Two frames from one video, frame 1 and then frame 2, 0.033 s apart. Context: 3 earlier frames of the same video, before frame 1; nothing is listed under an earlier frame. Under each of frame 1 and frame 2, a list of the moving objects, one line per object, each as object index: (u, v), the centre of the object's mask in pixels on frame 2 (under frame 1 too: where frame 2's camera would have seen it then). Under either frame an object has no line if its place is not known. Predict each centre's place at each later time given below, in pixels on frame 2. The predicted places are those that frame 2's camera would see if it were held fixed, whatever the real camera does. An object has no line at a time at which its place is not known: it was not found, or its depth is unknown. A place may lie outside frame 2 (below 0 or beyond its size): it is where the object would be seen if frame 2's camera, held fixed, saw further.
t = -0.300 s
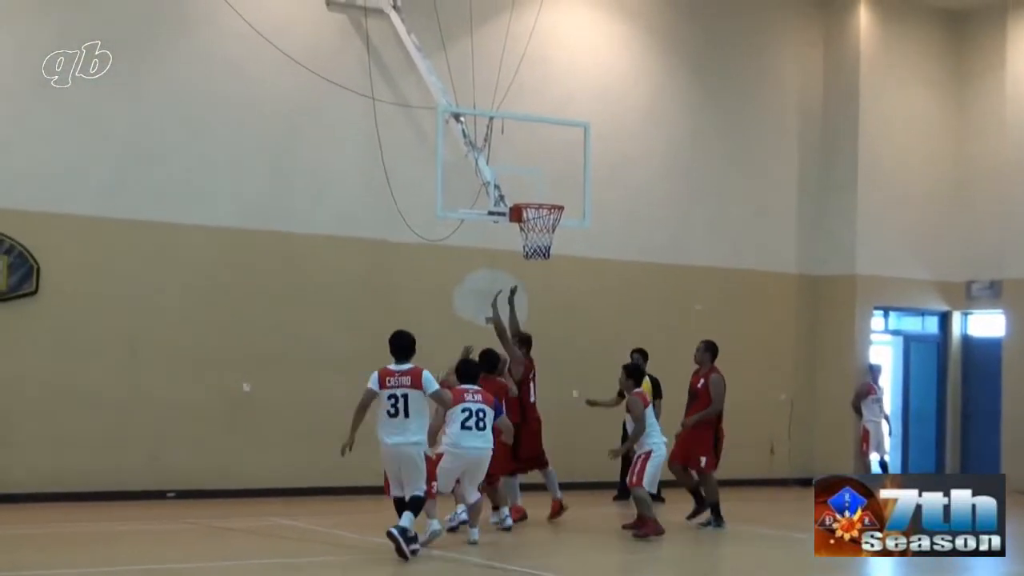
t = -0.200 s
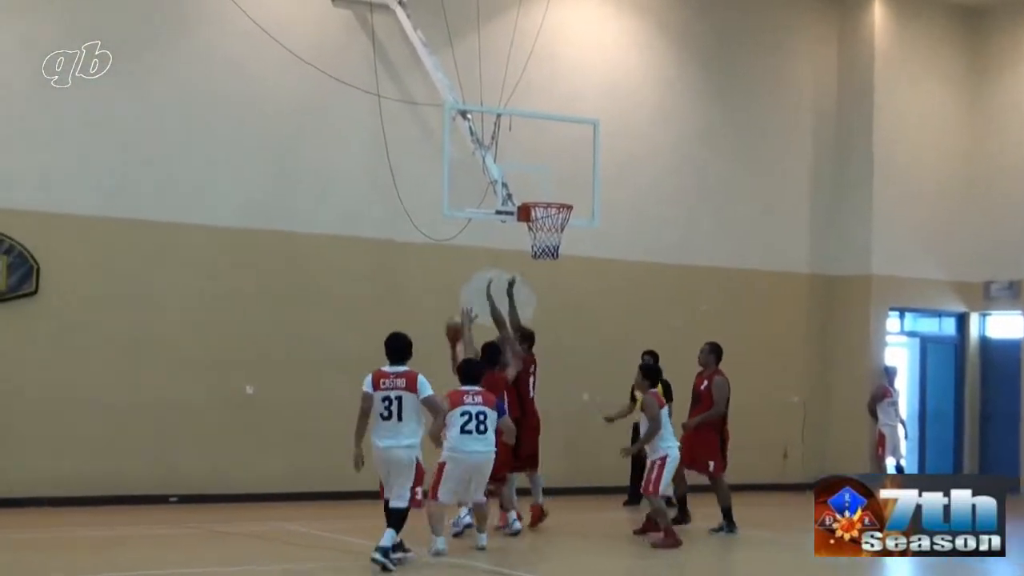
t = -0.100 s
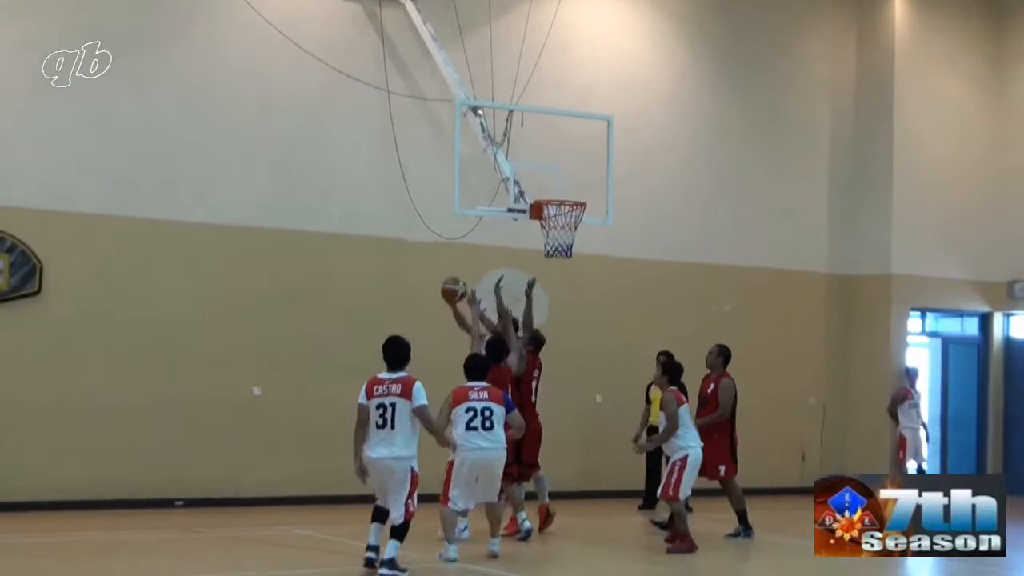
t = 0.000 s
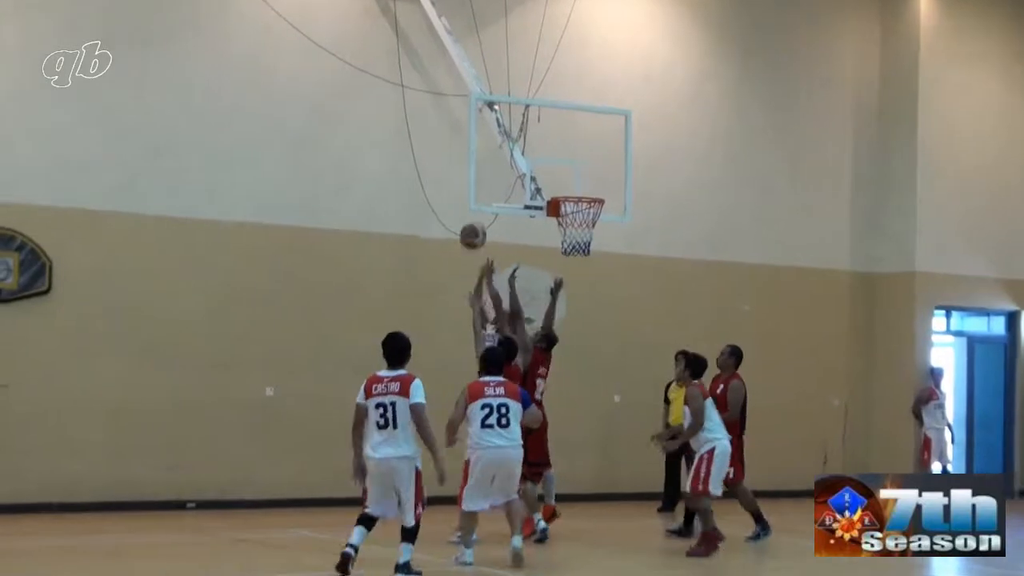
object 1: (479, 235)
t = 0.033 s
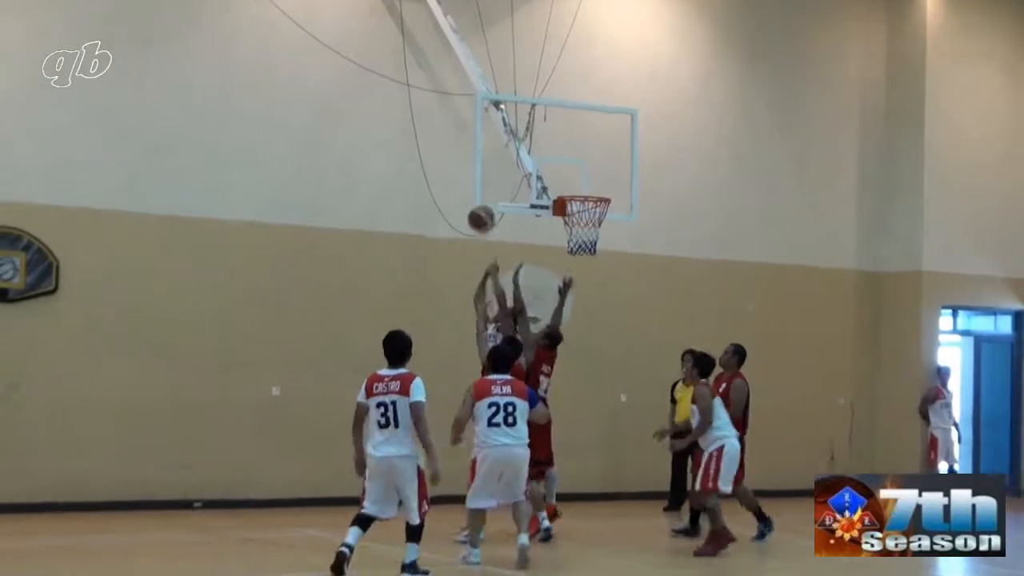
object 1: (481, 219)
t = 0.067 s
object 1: (483, 202)
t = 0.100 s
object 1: (486, 187)
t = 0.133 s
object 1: (488, 174)
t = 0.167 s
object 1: (490, 162)
